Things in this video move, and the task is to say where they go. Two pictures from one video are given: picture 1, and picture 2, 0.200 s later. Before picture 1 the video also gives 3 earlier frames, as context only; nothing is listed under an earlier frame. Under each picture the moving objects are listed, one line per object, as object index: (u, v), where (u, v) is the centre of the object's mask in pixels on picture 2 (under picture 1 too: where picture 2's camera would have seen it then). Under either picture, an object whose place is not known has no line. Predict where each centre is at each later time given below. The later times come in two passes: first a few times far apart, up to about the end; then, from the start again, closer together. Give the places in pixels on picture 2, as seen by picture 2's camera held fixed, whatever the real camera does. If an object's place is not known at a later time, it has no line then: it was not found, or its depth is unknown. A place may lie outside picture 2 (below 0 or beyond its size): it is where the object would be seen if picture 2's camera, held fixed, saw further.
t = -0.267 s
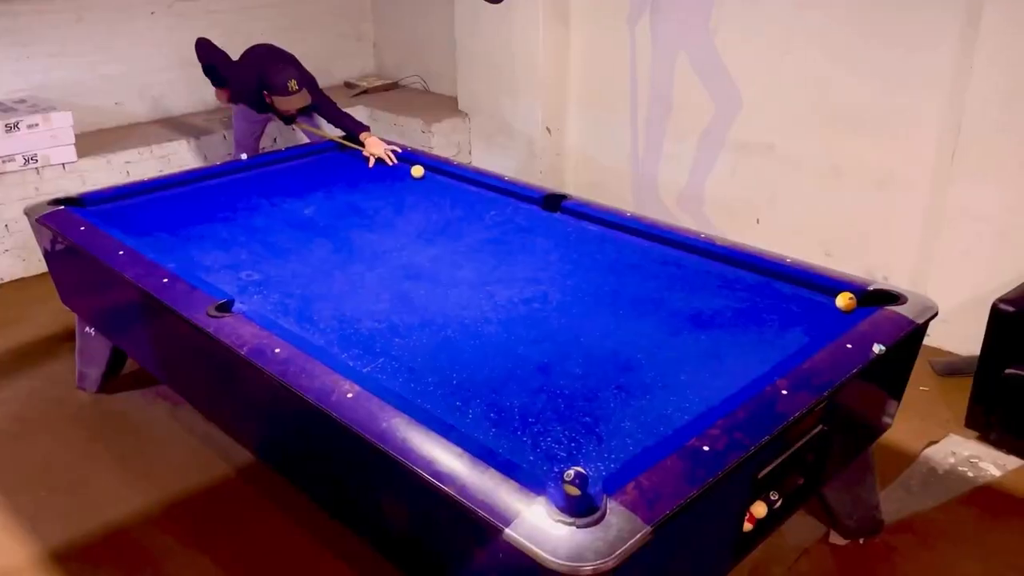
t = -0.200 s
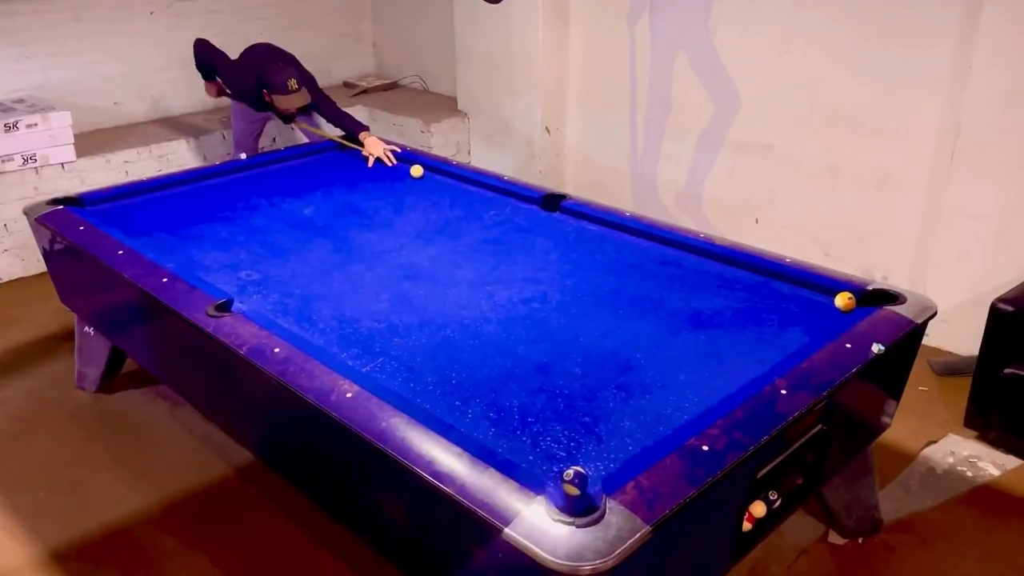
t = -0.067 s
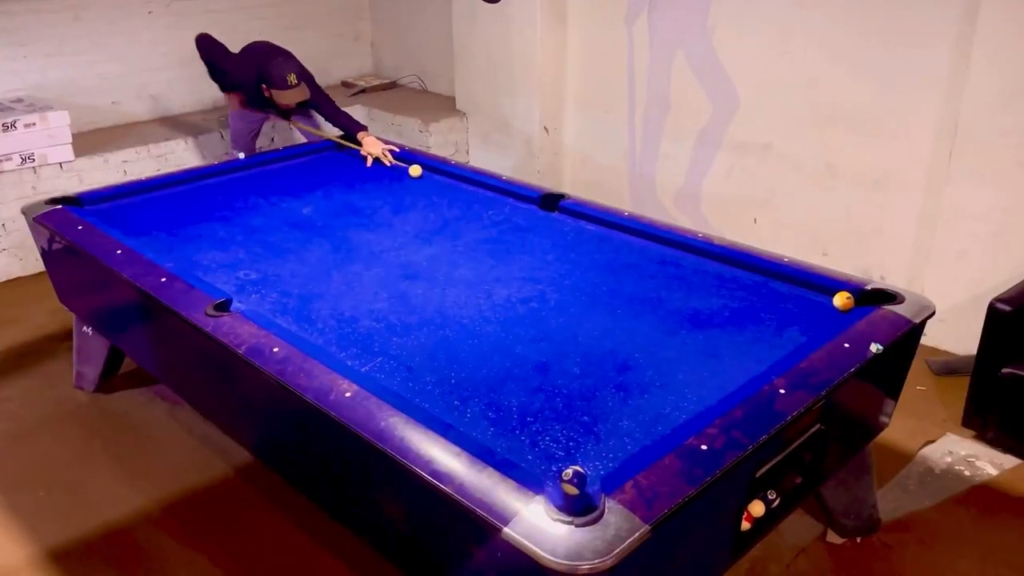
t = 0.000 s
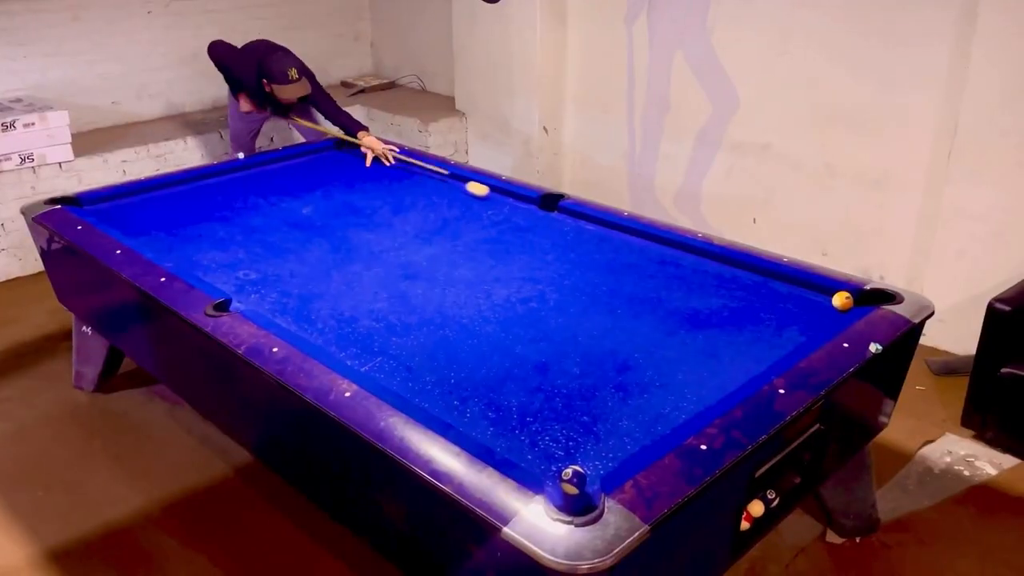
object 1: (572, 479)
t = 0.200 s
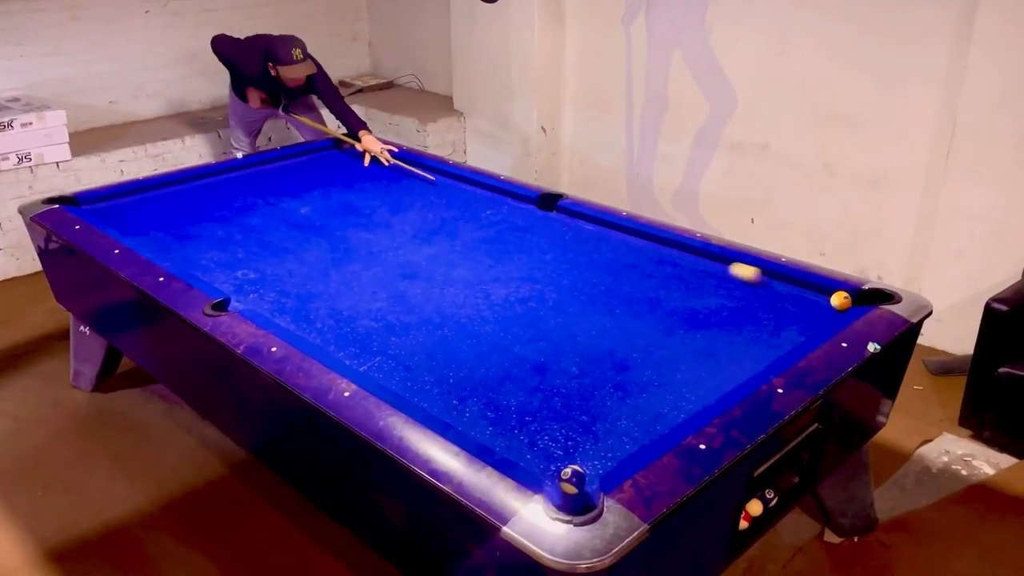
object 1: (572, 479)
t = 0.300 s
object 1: (572, 479)
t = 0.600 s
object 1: (572, 479)
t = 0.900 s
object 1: (572, 480)
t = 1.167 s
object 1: (575, 486)
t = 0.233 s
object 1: (572, 479)
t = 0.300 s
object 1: (572, 479)
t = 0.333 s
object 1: (572, 479)
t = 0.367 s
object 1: (572, 479)
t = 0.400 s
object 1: (572, 479)
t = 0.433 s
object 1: (572, 479)
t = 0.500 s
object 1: (572, 479)
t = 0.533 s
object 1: (572, 479)
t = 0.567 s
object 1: (572, 479)
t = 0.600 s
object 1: (572, 479)
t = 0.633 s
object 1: (572, 479)
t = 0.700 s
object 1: (572, 480)
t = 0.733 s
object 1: (572, 479)
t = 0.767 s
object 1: (572, 480)
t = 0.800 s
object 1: (572, 479)
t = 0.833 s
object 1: (572, 480)
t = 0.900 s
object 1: (572, 480)
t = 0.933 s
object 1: (572, 480)
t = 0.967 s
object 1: (572, 479)
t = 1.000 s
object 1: (572, 479)
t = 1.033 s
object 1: (573, 480)
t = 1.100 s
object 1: (572, 480)
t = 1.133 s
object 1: (573, 482)
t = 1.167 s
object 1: (575, 486)
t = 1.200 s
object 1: (577, 489)
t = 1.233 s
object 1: (577, 492)
